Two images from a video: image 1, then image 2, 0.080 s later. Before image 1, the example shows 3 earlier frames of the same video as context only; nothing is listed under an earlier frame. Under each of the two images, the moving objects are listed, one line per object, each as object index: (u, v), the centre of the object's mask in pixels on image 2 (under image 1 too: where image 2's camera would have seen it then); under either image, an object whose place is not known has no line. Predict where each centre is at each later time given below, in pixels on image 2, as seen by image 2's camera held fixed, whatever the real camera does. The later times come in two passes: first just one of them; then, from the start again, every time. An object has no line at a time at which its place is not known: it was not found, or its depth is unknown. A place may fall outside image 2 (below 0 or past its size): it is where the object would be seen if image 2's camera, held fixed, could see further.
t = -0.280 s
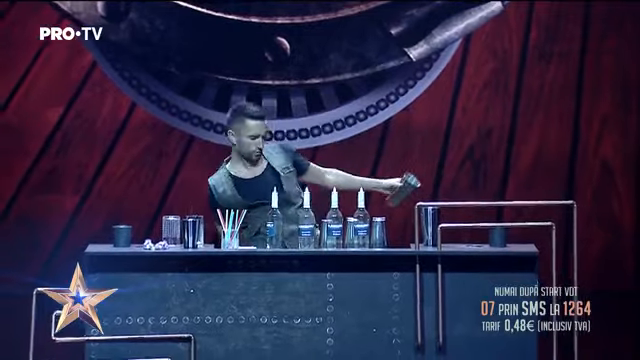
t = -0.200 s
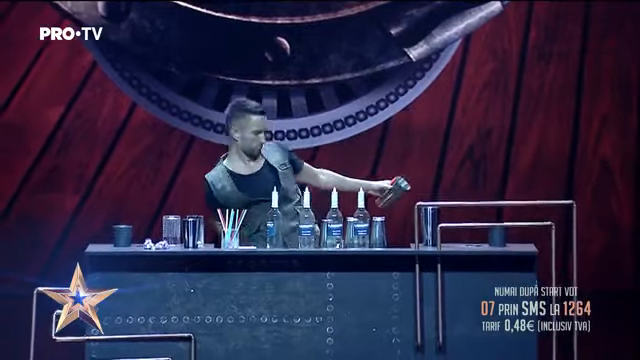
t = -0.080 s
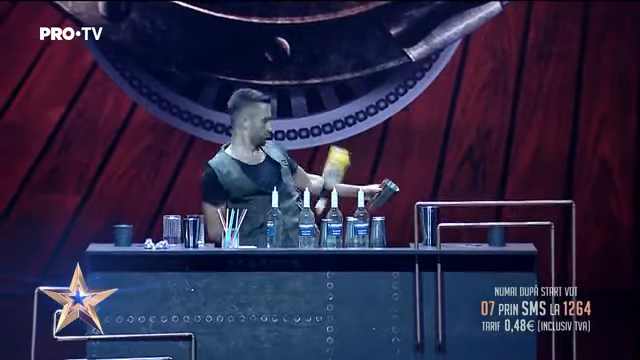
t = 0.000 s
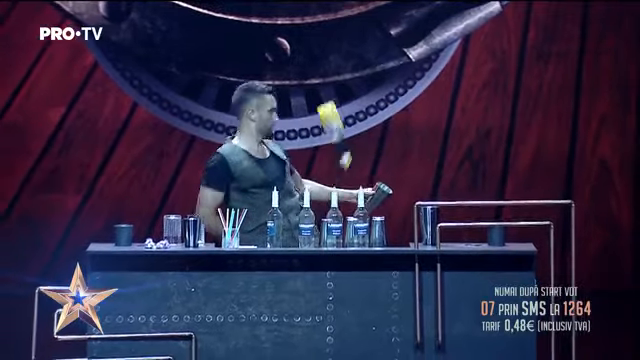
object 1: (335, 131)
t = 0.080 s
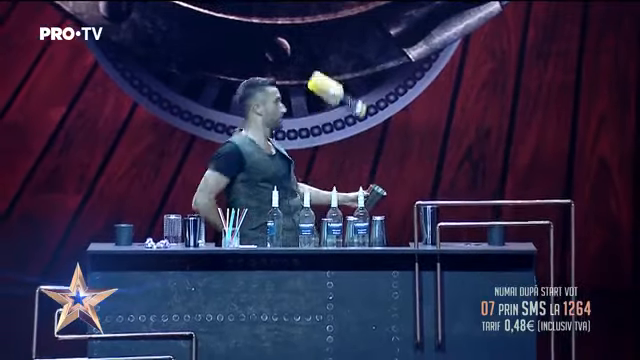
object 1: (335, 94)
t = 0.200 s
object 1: (325, 59)
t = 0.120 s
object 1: (334, 79)
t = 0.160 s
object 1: (330, 67)
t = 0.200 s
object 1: (325, 59)
